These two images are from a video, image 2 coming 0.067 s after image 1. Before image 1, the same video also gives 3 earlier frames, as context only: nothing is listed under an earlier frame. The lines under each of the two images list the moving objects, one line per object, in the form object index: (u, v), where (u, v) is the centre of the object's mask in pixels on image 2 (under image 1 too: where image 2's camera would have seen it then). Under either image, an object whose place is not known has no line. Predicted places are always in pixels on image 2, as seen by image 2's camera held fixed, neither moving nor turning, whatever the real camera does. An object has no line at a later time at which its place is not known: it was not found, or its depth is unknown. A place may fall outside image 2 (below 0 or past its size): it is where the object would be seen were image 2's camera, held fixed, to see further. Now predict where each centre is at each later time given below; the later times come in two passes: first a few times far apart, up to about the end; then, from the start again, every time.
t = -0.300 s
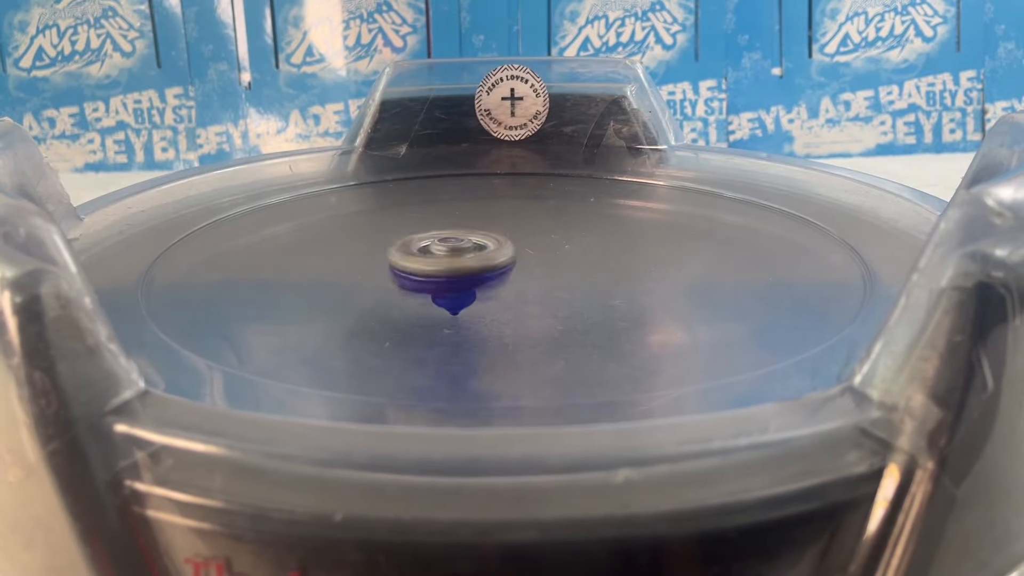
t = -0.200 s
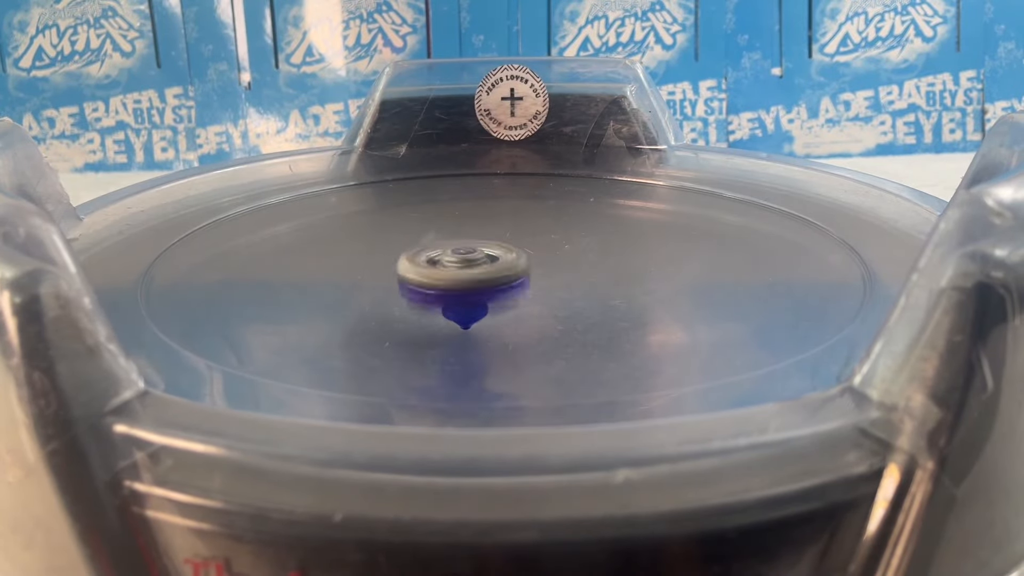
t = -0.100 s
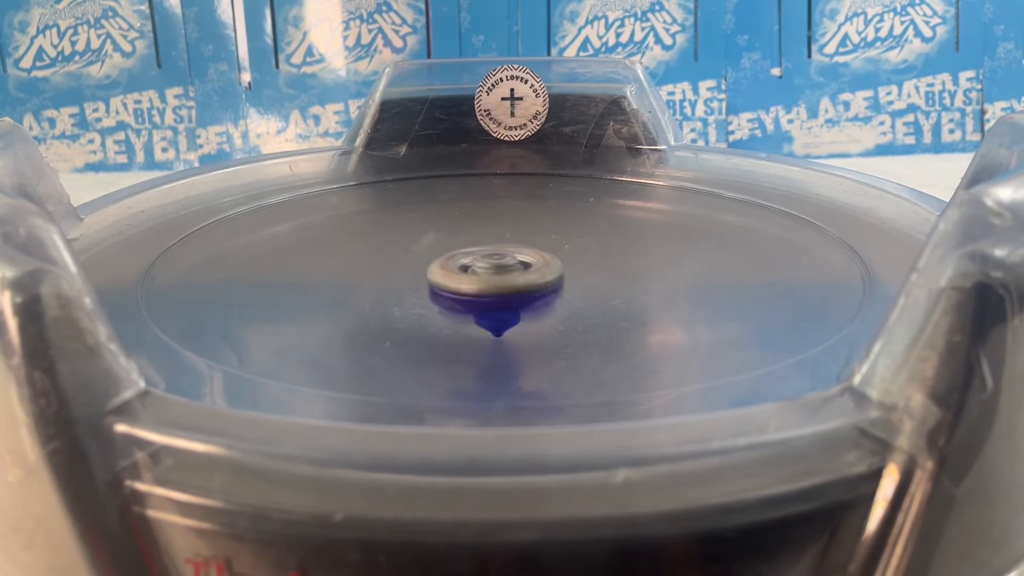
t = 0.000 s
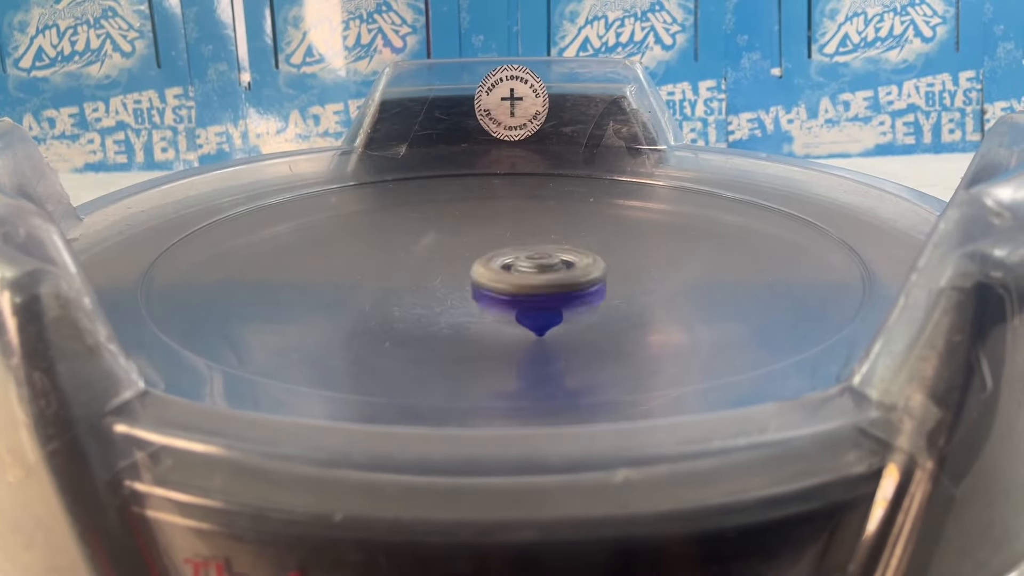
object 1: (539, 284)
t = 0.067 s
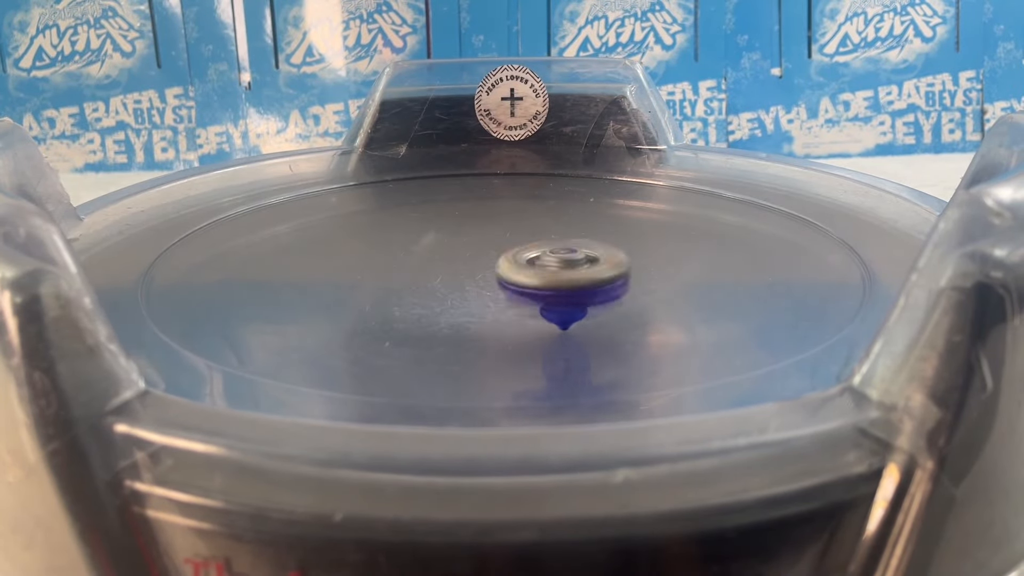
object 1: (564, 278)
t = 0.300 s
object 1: (567, 252)
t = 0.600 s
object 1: (457, 248)
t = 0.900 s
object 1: (453, 280)
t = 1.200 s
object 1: (567, 265)
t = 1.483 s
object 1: (516, 237)
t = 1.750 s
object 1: (433, 251)
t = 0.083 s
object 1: (569, 277)
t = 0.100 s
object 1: (572, 275)
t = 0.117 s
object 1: (575, 273)
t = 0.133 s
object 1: (576, 271)
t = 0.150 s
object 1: (581, 269)
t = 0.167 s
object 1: (582, 268)
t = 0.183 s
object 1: (582, 265)
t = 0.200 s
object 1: (582, 263)
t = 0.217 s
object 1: (580, 261)
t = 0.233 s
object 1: (580, 260)
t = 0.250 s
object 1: (578, 258)
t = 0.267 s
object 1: (575, 255)
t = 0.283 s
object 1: (572, 254)
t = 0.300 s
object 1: (567, 252)
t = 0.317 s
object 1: (564, 251)
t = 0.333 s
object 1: (559, 250)
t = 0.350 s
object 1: (554, 248)
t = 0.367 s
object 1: (548, 246)
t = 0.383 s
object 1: (541, 246)
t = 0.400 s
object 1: (536, 246)
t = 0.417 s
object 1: (529, 245)
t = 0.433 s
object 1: (523, 244)
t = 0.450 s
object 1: (516, 243)
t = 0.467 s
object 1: (508, 243)
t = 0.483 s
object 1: (502, 244)
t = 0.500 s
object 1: (494, 244)
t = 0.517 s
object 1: (488, 243)
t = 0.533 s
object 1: (482, 244)
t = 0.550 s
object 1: (474, 244)
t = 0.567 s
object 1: (469, 246)
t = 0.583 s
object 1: (463, 247)
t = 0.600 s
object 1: (457, 248)
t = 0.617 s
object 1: (452, 248)
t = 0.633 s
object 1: (445, 250)
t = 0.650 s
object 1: (444, 251)
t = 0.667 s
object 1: (439, 254)
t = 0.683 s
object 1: (435, 255)
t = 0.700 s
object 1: (432, 258)
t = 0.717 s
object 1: (428, 259)
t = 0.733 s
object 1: (429, 260)
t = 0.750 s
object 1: (427, 263)
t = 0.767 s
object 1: (426, 265)
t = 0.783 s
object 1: (427, 268)
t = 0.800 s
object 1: (428, 270)
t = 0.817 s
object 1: (430, 271)
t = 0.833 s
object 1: (433, 273)
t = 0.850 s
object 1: (436, 275)
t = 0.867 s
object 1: (443, 276)
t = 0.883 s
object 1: (448, 279)
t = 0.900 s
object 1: (453, 280)
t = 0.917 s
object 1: (461, 281)
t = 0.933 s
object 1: (466, 283)
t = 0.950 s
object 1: (474, 283)
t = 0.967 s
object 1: (482, 283)
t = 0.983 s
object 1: (489, 283)
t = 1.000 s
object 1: (501, 282)
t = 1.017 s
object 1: (507, 283)
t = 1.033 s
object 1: (513, 282)
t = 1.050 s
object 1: (524, 280)
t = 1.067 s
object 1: (531, 280)
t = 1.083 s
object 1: (536, 279)
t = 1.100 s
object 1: (543, 278)
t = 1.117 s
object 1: (549, 277)
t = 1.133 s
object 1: (554, 274)
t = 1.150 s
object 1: (558, 272)
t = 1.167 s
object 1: (560, 270)
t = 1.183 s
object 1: (565, 267)
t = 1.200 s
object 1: (567, 265)
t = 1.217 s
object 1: (567, 262)
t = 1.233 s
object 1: (572, 260)
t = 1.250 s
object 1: (570, 258)
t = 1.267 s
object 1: (567, 255)
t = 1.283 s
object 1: (569, 254)
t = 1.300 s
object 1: (566, 252)
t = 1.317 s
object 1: (563, 250)
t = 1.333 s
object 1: (561, 248)
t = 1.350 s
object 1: (557, 247)
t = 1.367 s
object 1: (553, 244)
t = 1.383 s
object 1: (549, 244)
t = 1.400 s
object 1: (544, 242)
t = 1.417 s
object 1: (539, 240)
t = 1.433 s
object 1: (534, 240)
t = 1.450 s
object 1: (528, 238)
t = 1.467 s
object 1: (522, 237)
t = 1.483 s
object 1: (516, 237)
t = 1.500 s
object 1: (509, 236)
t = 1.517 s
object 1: (504, 235)
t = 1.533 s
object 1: (497, 235)
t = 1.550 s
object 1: (489, 235)
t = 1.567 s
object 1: (485, 235)
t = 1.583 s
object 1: (479, 236)
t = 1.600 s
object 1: (472, 237)
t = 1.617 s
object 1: (468, 238)
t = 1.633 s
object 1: (462, 239)
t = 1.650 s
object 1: (455, 240)
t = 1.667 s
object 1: (453, 241)
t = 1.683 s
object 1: (448, 243)
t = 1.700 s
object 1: (442, 245)
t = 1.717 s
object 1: (441, 246)
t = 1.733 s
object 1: (438, 249)
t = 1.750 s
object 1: (433, 251)
